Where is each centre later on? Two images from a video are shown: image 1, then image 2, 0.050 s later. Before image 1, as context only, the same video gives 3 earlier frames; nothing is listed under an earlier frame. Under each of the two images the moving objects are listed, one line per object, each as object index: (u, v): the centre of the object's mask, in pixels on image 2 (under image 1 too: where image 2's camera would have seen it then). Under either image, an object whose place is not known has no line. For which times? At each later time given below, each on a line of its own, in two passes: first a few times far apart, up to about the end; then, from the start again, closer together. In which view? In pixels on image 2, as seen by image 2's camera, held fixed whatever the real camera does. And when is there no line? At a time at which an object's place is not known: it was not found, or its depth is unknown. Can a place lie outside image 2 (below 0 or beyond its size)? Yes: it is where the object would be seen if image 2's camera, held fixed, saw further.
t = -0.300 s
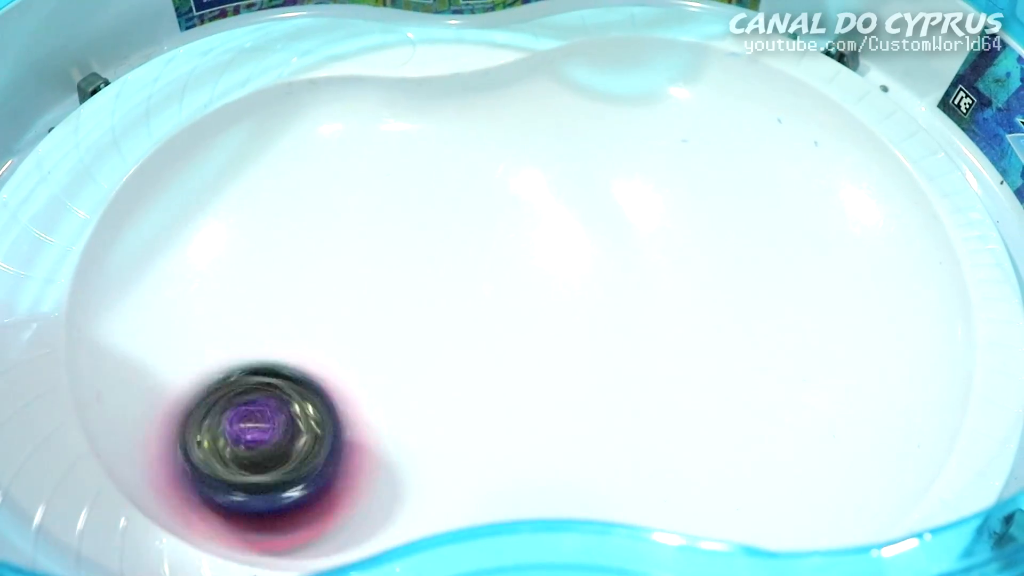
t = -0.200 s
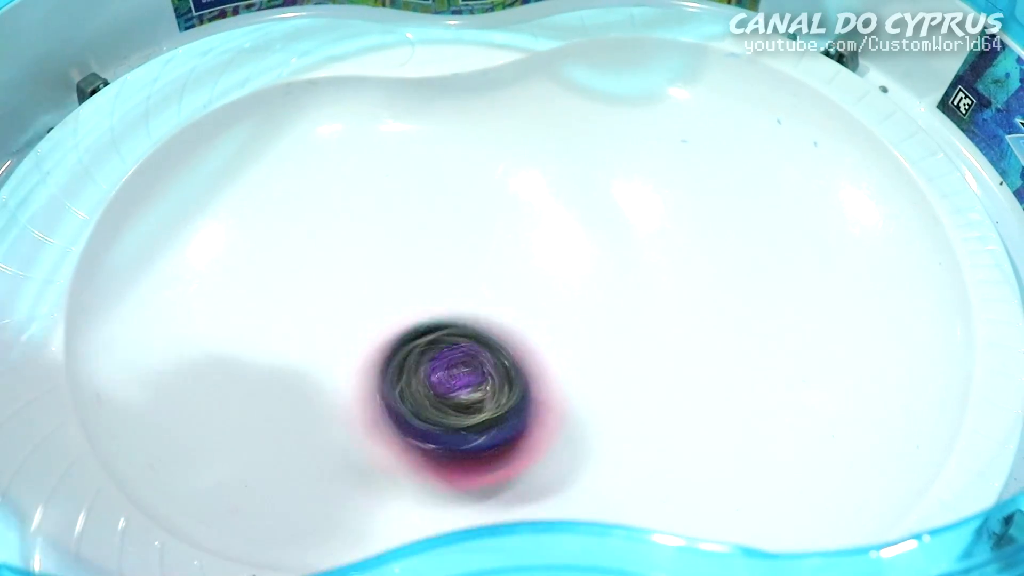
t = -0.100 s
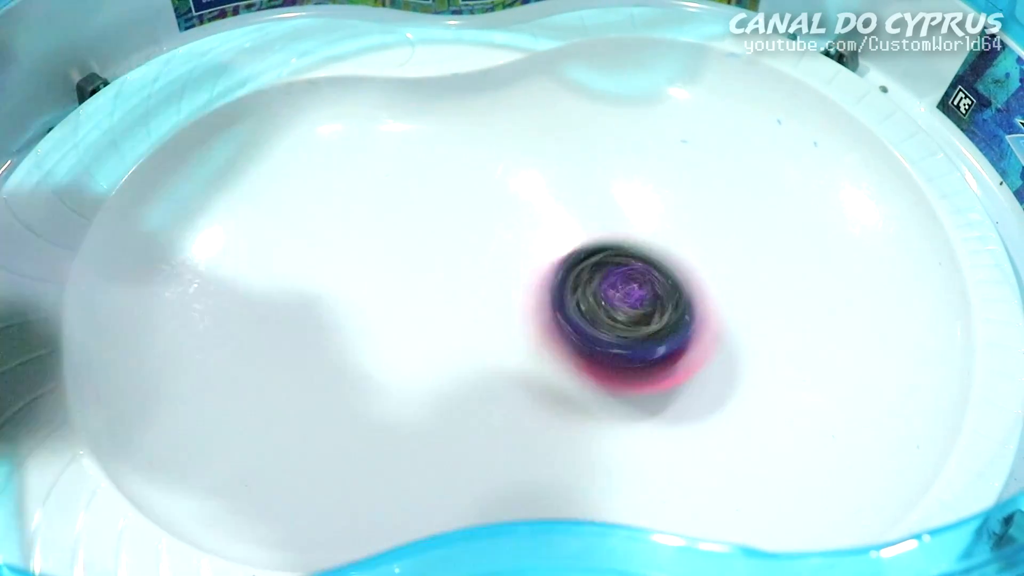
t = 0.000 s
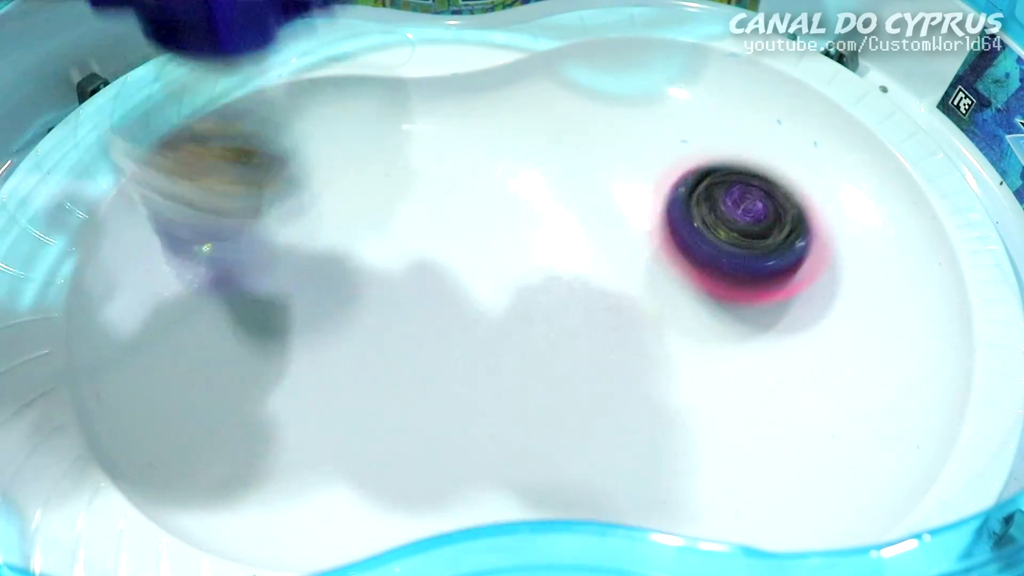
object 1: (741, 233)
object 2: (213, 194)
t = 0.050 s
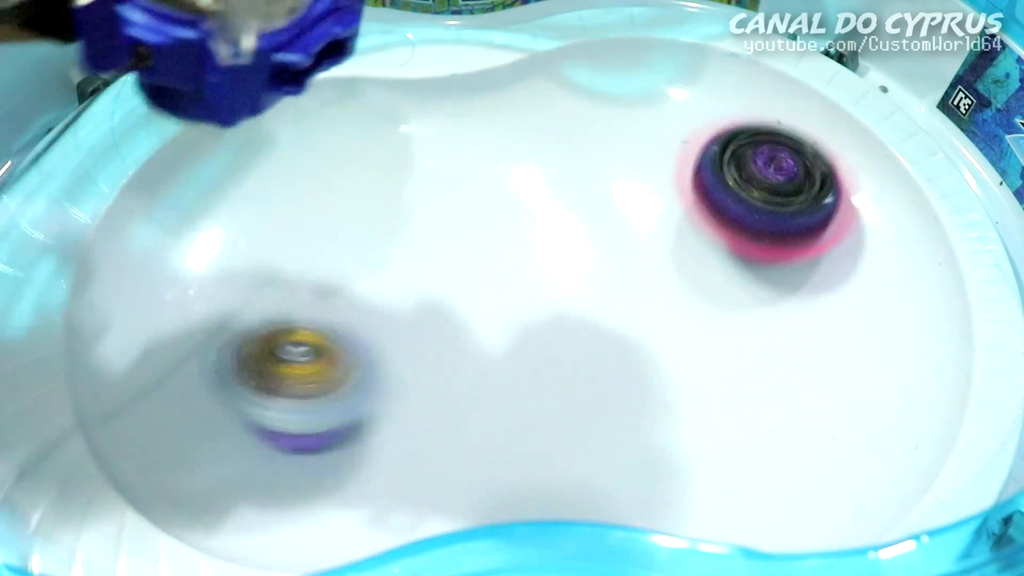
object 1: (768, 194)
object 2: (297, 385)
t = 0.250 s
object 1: (626, 178)
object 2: (791, 423)
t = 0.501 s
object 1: (342, 356)
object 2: (976, 206)
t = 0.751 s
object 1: (312, 420)
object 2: (673, 228)
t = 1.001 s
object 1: (336, 385)
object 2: (589, 281)
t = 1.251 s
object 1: (294, 350)
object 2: (928, 281)
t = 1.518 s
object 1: (258, 331)
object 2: (603, 392)
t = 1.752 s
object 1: (273, 322)
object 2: (560, 185)
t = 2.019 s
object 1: (315, 277)
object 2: (887, 202)
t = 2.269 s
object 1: (338, 243)
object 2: (411, 434)
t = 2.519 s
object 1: (359, 260)
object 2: (190, 48)
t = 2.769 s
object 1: (429, 320)
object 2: (460, 140)
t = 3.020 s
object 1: (618, 366)
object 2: (861, 409)
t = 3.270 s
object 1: (779, 239)
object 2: (524, 408)
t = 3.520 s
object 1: (572, 202)
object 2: (400, 180)
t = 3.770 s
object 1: (794, 356)
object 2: (154, 264)
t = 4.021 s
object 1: (776, 294)
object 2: (439, 419)
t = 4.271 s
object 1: (683, 284)
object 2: (398, 334)
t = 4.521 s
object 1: (620, 318)
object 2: (425, 242)
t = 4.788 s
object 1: (658, 361)
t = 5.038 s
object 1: (688, 336)
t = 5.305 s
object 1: (620, 434)
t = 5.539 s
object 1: (564, 405)
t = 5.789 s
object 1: (464, 252)
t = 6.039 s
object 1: (251, 218)
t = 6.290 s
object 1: (311, 415)
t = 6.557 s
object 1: (577, 381)
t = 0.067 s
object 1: (775, 182)
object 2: (329, 377)
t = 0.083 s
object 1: (777, 170)
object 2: (367, 371)
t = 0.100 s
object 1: (776, 161)
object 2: (402, 368)
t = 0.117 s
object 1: (767, 155)
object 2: (445, 368)
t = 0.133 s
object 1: (756, 153)
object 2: (483, 376)
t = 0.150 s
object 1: (744, 155)
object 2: (525, 389)
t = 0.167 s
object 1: (729, 155)
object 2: (566, 405)
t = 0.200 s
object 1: (692, 163)
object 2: (644, 434)
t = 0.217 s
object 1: (671, 168)
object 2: (697, 429)
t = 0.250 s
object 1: (626, 178)
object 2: (791, 423)
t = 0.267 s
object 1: (604, 183)
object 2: (834, 415)
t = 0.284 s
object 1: (583, 192)
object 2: (879, 404)
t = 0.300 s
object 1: (562, 202)
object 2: (914, 387)
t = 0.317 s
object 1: (540, 215)
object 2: (934, 365)
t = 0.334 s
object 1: (518, 227)
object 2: (947, 341)
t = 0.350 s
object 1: (494, 242)
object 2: (960, 325)
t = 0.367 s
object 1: (474, 255)
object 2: (967, 312)
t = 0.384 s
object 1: (454, 268)
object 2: (970, 293)
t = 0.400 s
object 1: (434, 282)
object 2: (972, 279)
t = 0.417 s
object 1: (416, 296)
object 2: (973, 267)
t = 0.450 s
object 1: (383, 321)
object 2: (974, 241)
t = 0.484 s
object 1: (355, 345)
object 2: (974, 217)
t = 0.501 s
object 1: (342, 356)
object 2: (976, 206)
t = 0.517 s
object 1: (331, 366)
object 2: (977, 195)
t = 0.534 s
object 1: (321, 375)
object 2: (975, 184)
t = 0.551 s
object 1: (313, 383)
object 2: (966, 178)
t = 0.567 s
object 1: (304, 391)
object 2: (954, 172)
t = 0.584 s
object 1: (298, 397)
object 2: (939, 170)
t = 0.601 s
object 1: (293, 402)
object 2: (917, 172)
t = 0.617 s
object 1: (291, 406)
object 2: (896, 180)
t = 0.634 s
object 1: (290, 410)
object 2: (871, 188)
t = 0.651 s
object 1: (289, 414)
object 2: (847, 187)
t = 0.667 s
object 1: (290, 417)
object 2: (815, 188)
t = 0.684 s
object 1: (292, 419)
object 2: (788, 194)
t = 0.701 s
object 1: (297, 420)
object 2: (757, 204)
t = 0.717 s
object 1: (303, 421)
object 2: (726, 216)
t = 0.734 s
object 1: (307, 420)
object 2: (700, 222)
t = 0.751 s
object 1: (312, 420)
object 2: (673, 228)
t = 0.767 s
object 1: (318, 418)
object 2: (646, 234)
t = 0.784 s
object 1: (325, 415)
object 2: (623, 238)
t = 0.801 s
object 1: (330, 412)
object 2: (599, 245)
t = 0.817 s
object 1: (337, 408)
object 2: (580, 251)
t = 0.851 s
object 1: (349, 399)
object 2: (546, 268)
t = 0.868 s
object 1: (355, 394)
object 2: (529, 275)
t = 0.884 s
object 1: (363, 388)
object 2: (516, 285)
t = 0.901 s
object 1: (366, 384)
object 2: (506, 294)
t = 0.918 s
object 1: (362, 385)
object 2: (513, 293)
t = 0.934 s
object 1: (357, 386)
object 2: (523, 290)
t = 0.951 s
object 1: (351, 387)
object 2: (536, 288)
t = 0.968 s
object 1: (344, 387)
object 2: (552, 285)
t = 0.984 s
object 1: (340, 387)
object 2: (569, 283)
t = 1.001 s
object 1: (336, 385)
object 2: (589, 281)
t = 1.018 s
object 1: (332, 383)
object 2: (610, 279)
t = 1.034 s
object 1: (330, 381)
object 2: (631, 277)
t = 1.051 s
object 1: (328, 378)
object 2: (653, 275)
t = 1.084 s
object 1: (321, 374)
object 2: (708, 269)
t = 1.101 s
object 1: (319, 372)
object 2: (739, 267)
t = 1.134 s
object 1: (315, 367)
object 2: (798, 264)
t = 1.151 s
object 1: (312, 364)
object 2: (825, 264)
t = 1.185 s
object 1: (304, 360)
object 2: (879, 267)
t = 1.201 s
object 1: (301, 357)
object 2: (899, 269)
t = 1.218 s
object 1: (299, 355)
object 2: (917, 272)
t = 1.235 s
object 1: (297, 352)
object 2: (928, 275)
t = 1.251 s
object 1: (294, 350)
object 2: (928, 281)
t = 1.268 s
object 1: (290, 348)
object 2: (928, 293)
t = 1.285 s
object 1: (287, 346)
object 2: (924, 311)
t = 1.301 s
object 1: (285, 345)
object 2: (913, 325)
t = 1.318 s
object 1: (283, 343)
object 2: (895, 340)
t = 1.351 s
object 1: (277, 340)
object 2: (848, 366)
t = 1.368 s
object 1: (275, 338)
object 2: (820, 380)
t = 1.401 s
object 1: (271, 336)
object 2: (764, 406)
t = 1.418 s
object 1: (268, 335)
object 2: (739, 414)
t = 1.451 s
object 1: (263, 333)
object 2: (690, 421)
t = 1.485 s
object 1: (259, 332)
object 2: (642, 412)
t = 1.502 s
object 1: (259, 331)
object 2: (621, 403)
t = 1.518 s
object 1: (258, 331)
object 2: (603, 392)
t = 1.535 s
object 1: (257, 330)
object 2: (584, 380)
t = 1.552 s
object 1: (257, 330)
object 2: (564, 364)
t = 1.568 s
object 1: (257, 330)
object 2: (549, 349)
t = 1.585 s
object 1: (257, 329)
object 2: (536, 333)
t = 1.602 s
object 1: (258, 329)
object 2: (526, 317)
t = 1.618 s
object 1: (259, 329)
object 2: (520, 302)
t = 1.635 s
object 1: (259, 328)
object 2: (517, 286)
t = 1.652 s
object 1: (260, 328)
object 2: (517, 270)
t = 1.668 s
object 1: (262, 328)
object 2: (519, 255)
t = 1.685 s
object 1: (263, 326)
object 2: (524, 240)
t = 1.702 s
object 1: (266, 326)
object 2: (530, 225)
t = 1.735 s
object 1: (270, 323)
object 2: (549, 195)
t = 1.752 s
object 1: (273, 322)
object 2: (560, 185)
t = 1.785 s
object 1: (278, 318)
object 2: (590, 160)
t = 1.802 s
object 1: (280, 316)
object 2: (608, 152)
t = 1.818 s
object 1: (284, 314)
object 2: (628, 143)
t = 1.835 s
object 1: (286, 312)
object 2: (650, 133)
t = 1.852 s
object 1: (289, 308)
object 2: (672, 123)
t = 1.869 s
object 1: (291, 306)
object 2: (700, 115)
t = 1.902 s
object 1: (297, 300)
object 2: (754, 113)
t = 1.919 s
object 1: (300, 297)
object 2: (779, 113)
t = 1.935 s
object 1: (302, 294)
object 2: (804, 116)
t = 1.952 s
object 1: (305, 291)
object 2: (828, 126)
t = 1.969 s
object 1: (307, 287)
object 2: (849, 138)
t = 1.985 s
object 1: (310, 284)
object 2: (865, 154)
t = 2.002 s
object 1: (312, 281)
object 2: (879, 177)
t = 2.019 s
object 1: (315, 277)
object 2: (887, 202)
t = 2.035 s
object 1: (317, 274)
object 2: (890, 235)
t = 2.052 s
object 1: (319, 271)
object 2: (891, 270)
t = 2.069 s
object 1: (322, 268)
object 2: (888, 301)
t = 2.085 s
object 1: (324, 265)
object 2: (873, 338)
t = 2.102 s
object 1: (326, 262)
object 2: (858, 382)
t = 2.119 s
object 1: (327, 259)
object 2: (832, 419)
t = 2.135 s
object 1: (328, 257)
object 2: (802, 459)
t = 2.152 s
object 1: (330, 254)
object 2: (753, 478)
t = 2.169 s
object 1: (331, 252)
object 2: (707, 487)
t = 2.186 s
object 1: (333, 249)
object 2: (655, 487)
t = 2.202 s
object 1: (334, 248)
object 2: (609, 476)
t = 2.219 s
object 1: (335, 246)
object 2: (557, 462)
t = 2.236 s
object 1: (336, 244)
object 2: (506, 452)
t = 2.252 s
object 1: (337, 243)
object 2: (454, 443)
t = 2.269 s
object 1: (338, 243)
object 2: (411, 434)
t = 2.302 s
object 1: (340, 241)
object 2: (318, 431)
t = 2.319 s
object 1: (341, 240)
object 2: (271, 420)
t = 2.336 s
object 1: (342, 240)
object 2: (235, 400)
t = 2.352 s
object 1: (344, 240)
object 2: (196, 374)
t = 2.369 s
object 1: (346, 242)
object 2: (161, 340)
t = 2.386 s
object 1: (346, 243)
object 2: (135, 304)
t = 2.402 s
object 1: (347, 245)
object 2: (117, 265)
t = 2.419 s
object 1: (348, 247)
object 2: (112, 224)
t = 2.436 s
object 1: (348, 248)
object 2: (118, 183)
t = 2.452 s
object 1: (350, 251)
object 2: (128, 147)
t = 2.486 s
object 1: (354, 255)
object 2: (151, 87)
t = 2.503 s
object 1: (356, 257)
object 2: (171, 64)
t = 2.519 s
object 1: (359, 260)
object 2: (190, 48)
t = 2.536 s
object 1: (361, 262)
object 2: (202, 37)
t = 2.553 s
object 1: (364, 265)
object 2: (214, 28)
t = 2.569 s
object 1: (367, 269)
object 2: (230, 22)
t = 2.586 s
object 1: (371, 273)
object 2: (250, 24)
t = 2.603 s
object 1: (375, 276)
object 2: (267, 28)
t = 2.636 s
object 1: (383, 283)
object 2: (303, 33)
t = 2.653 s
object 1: (388, 287)
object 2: (321, 37)
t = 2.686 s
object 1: (397, 296)
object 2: (356, 48)
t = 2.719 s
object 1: (408, 305)
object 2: (397, 71)
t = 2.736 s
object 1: (414, 310)
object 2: (417, 93)
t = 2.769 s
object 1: (429, 320)
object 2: (460, 140)
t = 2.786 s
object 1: (434, 325)
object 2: (486, 162)
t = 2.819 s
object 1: (451, 337)
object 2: (542, 208)
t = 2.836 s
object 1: (460, 342)
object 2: (574, 226)
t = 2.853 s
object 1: (469, 347)
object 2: (609, 244)
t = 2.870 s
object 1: (481, 350)
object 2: (643, 262)
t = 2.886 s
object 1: (493, 354)
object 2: (674, 278)
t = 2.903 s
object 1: (506, 357)
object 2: (703, 291)
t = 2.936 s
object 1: (534, 361)
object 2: (759, 319)
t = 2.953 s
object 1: (550, 363)
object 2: (785, 336)
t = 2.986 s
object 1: (582, 364)
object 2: (826, 370)
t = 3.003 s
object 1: (600, 365)
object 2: (841, 386)
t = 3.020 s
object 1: (618, 366)
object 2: (861, 409)
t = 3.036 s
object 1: (638, 368)
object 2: (867, 424)
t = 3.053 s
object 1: (658, 369)
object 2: (874, 444)
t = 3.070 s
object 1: (679, 370)
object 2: (871, 454)
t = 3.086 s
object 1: (699, 367)
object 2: (859, 464)
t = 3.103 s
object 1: (715, 360)
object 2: (841, 471)
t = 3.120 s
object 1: (734, 350)
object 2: (816, 480)
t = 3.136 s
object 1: (750, 341)
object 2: (795, 487)
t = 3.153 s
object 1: (763, 333)
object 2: (765, 487)
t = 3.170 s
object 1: (774, 321)
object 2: (727, 484)
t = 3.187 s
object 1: (782, 309)
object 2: (690, 478)
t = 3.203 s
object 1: (786, 295)
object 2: (649, 467)
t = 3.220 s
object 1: (788, 281)
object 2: (615, 456)
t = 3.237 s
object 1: (787, 266)
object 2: (583, 443)
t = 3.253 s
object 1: (784, 253)
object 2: (552, 427)
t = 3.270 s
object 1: (779, 239)
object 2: (524, 408)
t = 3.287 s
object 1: (772, 226)
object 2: (498, 392)
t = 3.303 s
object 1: (764, 214)
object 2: (477, 378)
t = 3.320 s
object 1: (754, 201)
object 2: (457, 360)
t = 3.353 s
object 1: (730, 181)
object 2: (428, 326)
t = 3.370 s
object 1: (714, 173)
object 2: (419, 312)
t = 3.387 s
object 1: (698, 166)
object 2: (408, 297)
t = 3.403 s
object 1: (681, 162)
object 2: (406, 281)
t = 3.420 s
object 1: (663, 160)
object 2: (404, 265)
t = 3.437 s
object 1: (644, 160)
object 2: (401, 250)
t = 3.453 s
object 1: (625, 163)
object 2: (401, 233)
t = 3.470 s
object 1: (607, 168)
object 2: (405, 221)
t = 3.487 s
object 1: (591, 176)
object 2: (411, 206)
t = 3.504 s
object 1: (576, 188)
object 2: (414, 194)
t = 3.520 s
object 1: (572, 202)
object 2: (400, 180)
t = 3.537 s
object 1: (589, 216)
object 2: (361, 165)
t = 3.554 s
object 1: (607, 235)
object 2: (325, 155)
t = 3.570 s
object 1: (624, 252)
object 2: (288, 148)
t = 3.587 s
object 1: (642, 267)
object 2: (255, 135)
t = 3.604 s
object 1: (659, 284)
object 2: (224, 123)
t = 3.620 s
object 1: (676, 299)
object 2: (199, 120)
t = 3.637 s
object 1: (692, 312)
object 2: (185, 119)
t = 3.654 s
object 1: (707, 324)
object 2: (165, 126)
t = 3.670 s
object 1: (722, 334)
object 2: (148, 139)
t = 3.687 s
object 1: (737, 344)
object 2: (137, 153)
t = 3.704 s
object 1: (751, 350)
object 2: (133, 168)
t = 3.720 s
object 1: (762, 354)
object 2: (130, 193)
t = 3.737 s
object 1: (774, 357)
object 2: (133, 217)
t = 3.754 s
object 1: (786, 358)
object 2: (142, 241)
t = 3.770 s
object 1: (794, 356)
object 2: (154, 264)
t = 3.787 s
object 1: (799, 354)
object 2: (173, 286)
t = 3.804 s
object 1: (803, 350)
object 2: (196, 306)
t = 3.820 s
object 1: (807, 346)
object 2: (218, 331)
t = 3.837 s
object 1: (808, 342)
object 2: (244, 345)
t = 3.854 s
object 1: (808, 336)
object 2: (266, 357)
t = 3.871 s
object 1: (809, 332)
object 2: (287, 372)
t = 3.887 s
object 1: (807, 327)
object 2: (312, 383)
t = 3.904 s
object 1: (805, 321)
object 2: (332, 395)
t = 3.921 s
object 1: (803, 318)
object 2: (350, 398)
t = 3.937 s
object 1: (799, 313)
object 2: (370, 407)
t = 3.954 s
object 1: (795, 308)
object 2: (390, 413)
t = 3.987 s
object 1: (787, 301)
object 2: (417, 419)
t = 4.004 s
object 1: (781, 298)
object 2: (427, 420)
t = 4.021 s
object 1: (776, 294)
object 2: (439, 419)
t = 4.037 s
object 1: (770, 291)
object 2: (448, 418)
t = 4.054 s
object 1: (763, 290)
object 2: (451, 415)
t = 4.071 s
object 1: (757, 287)
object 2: (457, 410)
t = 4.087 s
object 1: (751, 285)
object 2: (460, 406)
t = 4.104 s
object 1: (744, 284)
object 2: (459, 399)
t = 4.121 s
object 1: (739, 283)
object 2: (459, 393)
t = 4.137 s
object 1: (732, 282)
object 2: (454, 386)
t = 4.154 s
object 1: (725, 281)
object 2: (452, 378)
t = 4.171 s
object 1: (720, 281)
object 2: (446, 371)
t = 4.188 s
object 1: (713, 281)
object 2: (437, 363)
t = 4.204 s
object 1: (707, 281)
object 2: (429, 357)
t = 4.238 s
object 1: (695, 282)
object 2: (412, 345)
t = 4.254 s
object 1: (690, 283)
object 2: (405, 341)
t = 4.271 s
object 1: (683, 284)
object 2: (398, 334)
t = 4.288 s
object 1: (678, 285)
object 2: (395, 328)
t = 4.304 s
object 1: (673, 287)
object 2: (390, 321)
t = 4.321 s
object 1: (668, 288)
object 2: (390, 314)
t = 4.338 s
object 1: (664, 290)
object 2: (386, 309)
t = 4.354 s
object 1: (658, 292)
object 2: (387, 302)
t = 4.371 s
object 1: (654, 294)
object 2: (388, 296)
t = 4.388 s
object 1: (650, 297)
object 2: (387, 288)
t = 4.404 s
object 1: (645, 299)
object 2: (390, 283)
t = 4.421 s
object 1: (642, 302)
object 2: (391, 277)
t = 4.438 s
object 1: (638, 305)
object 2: (395, 270)
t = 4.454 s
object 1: (634, 308)
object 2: (399, 266)
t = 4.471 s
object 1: (631, 311)
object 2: (405, 258)
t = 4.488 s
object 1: (626, 313)
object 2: (411, 253)
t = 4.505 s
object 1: (624, 316)
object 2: (417, 248)
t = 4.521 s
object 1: (620, 318)
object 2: (425, 242)
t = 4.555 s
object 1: (615, 322)
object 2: (443, 233)
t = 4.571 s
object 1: (613, 324)
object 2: (454, 229)
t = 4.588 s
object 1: (612, 325)
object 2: (464, 226)
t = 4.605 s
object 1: (610, 327)
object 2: (475, 225)
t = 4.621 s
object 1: (608, 327)
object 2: (484, 223)
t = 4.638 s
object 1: (612, 332)
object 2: (490, 217)
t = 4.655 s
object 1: (619, 338)
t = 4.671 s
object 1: (626, 344)
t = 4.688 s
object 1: (631, 349)
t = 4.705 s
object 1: (636, 353)
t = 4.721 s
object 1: (641, 356)
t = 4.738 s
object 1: (645, 358)
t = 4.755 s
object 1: (649, 360)
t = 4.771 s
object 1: (653, 360)
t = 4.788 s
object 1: (658, 361)
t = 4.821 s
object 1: (664, 361)
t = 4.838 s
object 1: (668, 361)
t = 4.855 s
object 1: (671, 360)
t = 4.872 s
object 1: (674, 359)
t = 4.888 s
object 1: (676, 358)
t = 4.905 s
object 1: (679, 356)
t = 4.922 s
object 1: (680, 355)
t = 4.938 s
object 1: (682, 352)
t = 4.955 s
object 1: (684, 350)
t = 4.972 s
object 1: (685, 347)
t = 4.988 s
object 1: (686, 345)
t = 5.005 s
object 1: (687, 341)
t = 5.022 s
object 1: (688, 339)
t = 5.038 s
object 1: (688, 336)
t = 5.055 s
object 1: (683, 341)
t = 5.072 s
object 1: (666, 368)
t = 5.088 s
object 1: (647, 393)
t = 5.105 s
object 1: (630, 418)
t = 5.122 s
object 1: (615, 438)
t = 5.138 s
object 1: (602, 452)
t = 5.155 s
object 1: (593, 461)
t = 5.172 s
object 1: (592, 462)
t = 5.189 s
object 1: (594, 458)
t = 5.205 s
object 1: (595, 456)
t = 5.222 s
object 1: (595, 457)
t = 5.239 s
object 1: (597, 459)
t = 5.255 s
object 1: (603, 453)
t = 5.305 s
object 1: (620, 434)
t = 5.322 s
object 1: (628, 423)
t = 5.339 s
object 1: (634, 414)
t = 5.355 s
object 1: (642, 404)
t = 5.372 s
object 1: (642, 401)
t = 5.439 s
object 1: (599, 421)
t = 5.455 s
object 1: (590, 422)
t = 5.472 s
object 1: (583, 421)
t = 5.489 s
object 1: (576, 419)
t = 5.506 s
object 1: (571, 416)
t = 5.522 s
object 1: (567, 411)
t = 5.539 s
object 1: (564, 405)
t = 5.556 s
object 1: (563, 398)
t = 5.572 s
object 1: (562, 391)
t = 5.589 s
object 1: (561, 381)
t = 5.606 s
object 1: (559, 371)
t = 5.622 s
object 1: (555, 360)
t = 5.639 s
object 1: (552, 348)
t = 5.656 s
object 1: (547, 336)
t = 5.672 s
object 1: (539, 324)
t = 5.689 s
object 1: (531, 312)
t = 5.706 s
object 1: (521, 301)
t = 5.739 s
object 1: (501, 279)
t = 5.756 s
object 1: (488, 270)
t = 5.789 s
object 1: (464, 252)
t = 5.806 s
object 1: (450, 244)
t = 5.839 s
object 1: (423, 231)
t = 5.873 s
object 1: (396, 221)
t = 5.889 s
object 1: (382, 217)
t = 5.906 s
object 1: (368, 214)
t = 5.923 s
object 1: (354, 211)
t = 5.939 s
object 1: (340, 208)
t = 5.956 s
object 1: (326, 206)
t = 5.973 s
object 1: (312, 205)
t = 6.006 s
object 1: (280, 208)
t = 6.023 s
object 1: (266, 212)
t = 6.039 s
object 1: (251, 218)
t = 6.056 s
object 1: (238, 226)
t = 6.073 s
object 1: (226, 236)
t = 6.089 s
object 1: (216, 247)
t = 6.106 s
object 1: (207, 260)
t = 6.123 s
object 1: (202, 275)
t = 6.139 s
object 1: (198, 290)
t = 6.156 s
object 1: (198, 307)
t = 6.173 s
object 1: (202, 326)
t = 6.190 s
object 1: (208, 343)
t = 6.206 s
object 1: (219, 360)
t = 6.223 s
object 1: (233, 377)
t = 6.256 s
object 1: (267, 401)
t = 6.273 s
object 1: (289, 410)
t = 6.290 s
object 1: (311, 415)
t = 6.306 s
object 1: (333, 417)
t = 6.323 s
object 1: (357, 418)
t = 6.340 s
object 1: (374, 424)
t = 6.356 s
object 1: (384, 439)
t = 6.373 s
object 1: (394, 454)
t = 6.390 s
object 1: (405, 460)
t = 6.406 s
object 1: (417, 459)
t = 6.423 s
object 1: (433, 454)
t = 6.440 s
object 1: (451, 451)
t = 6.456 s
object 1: (469, 447)
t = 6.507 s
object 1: (527, 420)
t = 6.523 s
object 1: (544, 408)
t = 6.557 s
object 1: (577, 381)
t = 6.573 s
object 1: (593, 368)
